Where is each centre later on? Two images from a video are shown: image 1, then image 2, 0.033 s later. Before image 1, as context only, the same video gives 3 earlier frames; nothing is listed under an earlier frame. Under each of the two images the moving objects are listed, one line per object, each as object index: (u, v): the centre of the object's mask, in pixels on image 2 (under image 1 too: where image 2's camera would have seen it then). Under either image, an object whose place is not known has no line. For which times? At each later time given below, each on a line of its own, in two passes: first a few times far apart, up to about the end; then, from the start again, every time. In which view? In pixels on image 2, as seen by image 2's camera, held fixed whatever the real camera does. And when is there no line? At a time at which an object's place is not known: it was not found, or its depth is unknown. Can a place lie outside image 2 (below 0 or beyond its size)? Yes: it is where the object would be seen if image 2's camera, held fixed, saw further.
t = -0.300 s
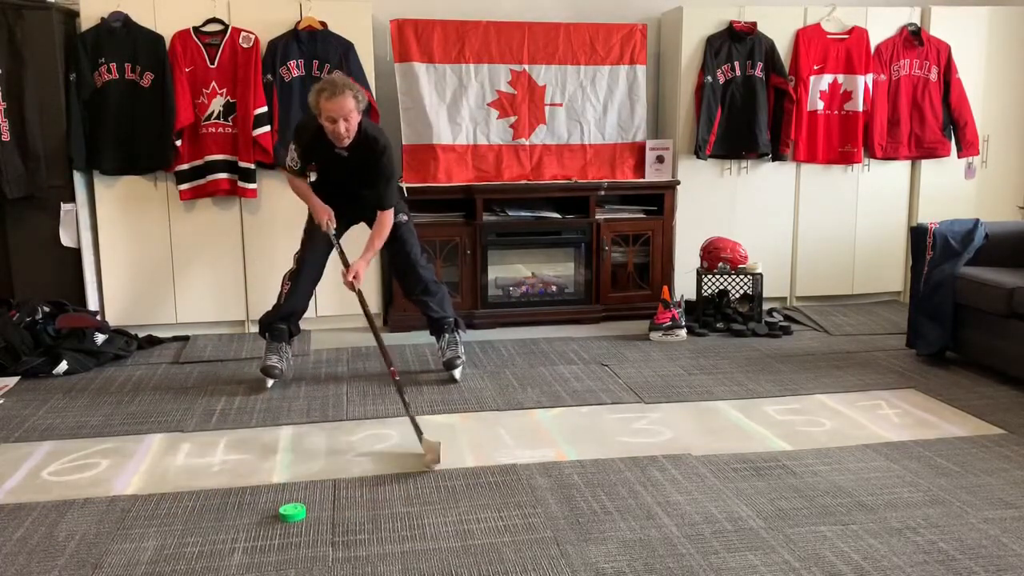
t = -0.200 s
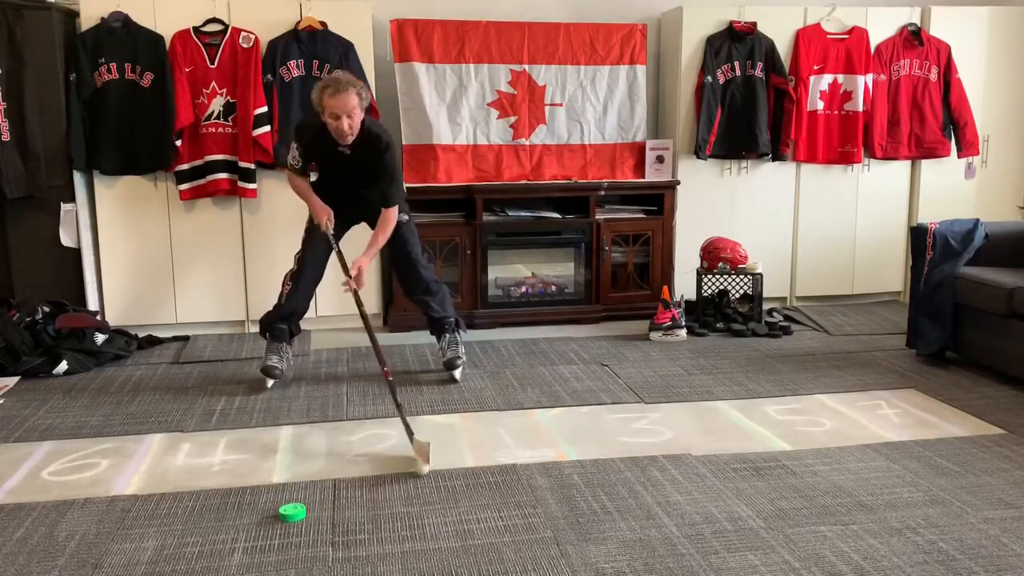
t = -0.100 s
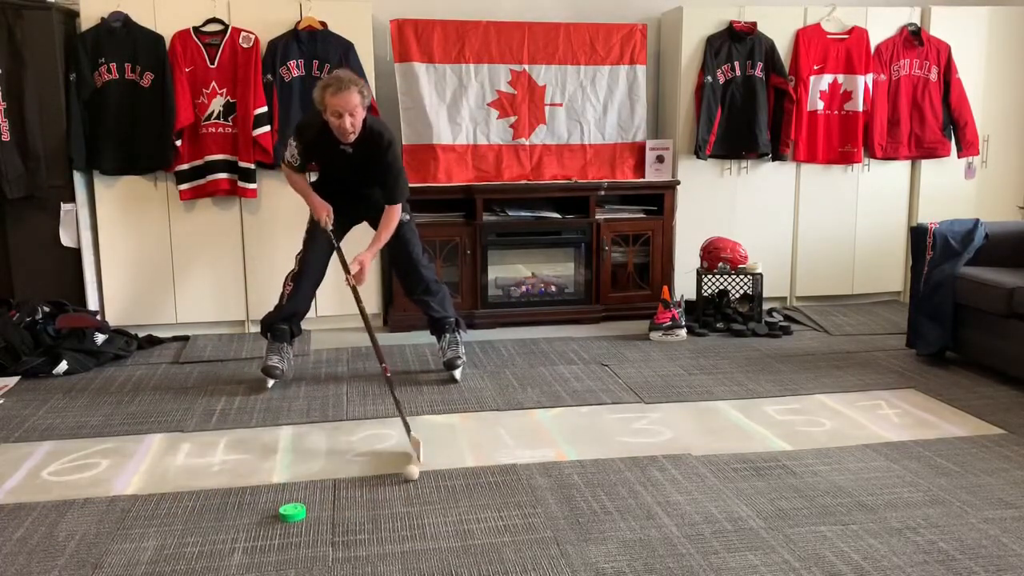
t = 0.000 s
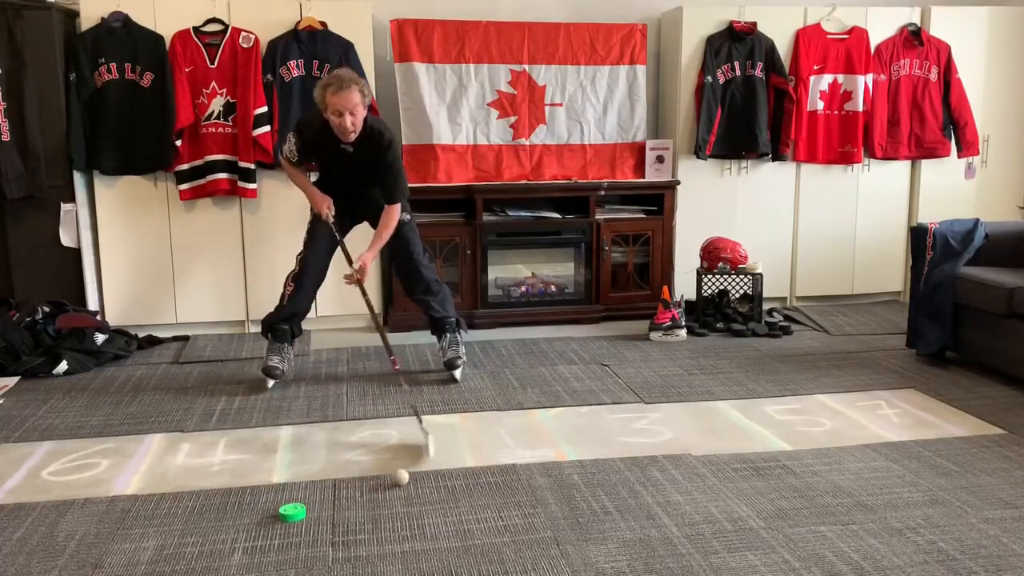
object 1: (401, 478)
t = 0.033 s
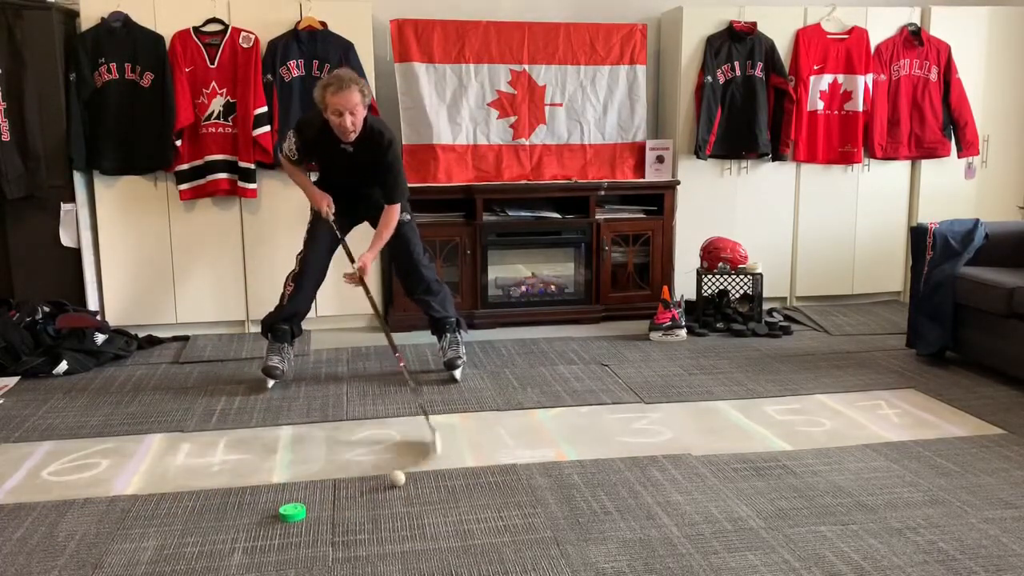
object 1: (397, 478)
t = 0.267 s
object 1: (373, 489)
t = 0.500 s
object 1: (352, 499)
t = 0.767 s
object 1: (331, 509)
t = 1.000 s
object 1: (313, 519)
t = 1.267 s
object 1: (294, 530)
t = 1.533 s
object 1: (274, 542)
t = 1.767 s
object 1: (256, 552)
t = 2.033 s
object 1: (234, 564)
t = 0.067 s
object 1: (392, 480)
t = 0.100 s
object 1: (390, 482)
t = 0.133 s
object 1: (387, 483)
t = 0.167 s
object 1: (383, 485)
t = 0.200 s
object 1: (380, 486)
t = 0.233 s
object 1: (377, 488)
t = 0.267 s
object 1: (373, 489)
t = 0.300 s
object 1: (370, 491)
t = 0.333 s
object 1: (366, 492)
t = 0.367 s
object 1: (364, 493)
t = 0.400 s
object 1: (360, 495)
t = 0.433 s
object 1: (358, 496)
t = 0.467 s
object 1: (354, 498)
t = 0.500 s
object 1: (352, 499)
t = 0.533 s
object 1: (349, 500)
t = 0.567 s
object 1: (347, 501)
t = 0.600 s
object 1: (344, 502)
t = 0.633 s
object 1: (341, 504)
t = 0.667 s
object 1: (339, 505)
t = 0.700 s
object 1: (337, 507)
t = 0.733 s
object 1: (335, 508)
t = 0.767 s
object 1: (331, 509)
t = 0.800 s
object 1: (329, 510)
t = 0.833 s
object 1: (326, 512)
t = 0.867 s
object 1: (323, 514)
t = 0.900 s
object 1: (321, 515)
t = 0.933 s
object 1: (318, 516)
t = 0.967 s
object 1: (316, 518)
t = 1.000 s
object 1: (313, 519)
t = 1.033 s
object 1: (311, 521)
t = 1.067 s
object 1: (309, 522)
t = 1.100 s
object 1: (306, 523)
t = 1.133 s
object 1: (303, 525)
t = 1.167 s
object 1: (301, 526)
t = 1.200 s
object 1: (298, 528)
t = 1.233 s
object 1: (296, 529)
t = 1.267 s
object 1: (294, 530)
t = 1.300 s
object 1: (290, 531)
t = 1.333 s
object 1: (288, 533)
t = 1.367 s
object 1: (286, 534)
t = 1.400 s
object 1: (283, 536)
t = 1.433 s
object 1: (281, 537)
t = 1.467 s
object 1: (278, 539)
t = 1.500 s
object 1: (276, 541)
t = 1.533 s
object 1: (274, 542)
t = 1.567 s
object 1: (271, 543)
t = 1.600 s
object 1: (269, 545)
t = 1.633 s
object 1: (267, 546)
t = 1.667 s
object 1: (264, 547)
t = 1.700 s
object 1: (261, 549)
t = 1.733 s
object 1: (258, 551)
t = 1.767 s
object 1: (256, 552)
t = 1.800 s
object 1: (253, 553)
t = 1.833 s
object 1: (250, 555)
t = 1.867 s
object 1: (248, 557)
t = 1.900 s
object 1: (245, 558)
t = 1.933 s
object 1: (242, 559)
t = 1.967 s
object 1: (239, 561)
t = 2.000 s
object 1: (236, 563)
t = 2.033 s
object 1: (234, 564)
